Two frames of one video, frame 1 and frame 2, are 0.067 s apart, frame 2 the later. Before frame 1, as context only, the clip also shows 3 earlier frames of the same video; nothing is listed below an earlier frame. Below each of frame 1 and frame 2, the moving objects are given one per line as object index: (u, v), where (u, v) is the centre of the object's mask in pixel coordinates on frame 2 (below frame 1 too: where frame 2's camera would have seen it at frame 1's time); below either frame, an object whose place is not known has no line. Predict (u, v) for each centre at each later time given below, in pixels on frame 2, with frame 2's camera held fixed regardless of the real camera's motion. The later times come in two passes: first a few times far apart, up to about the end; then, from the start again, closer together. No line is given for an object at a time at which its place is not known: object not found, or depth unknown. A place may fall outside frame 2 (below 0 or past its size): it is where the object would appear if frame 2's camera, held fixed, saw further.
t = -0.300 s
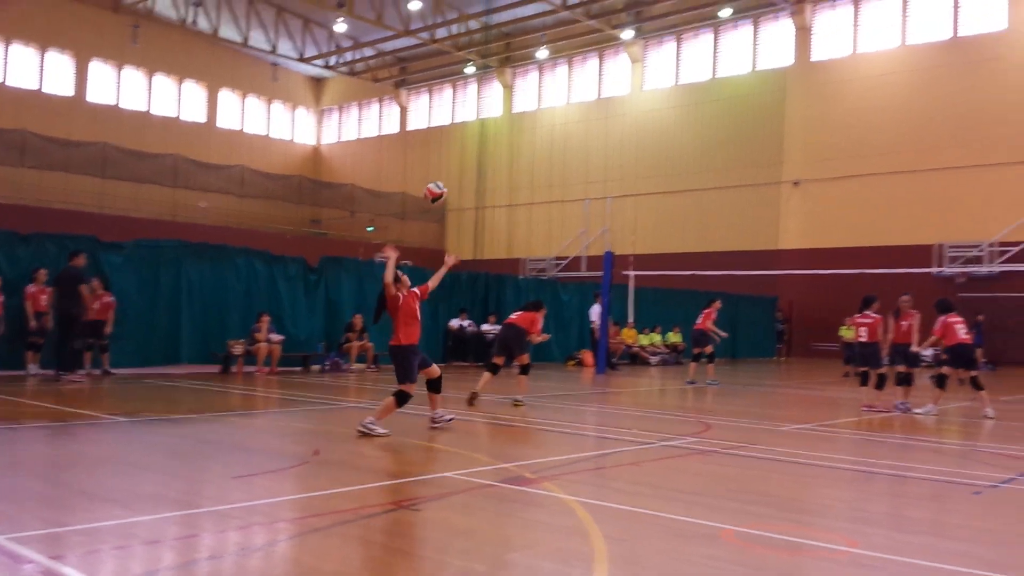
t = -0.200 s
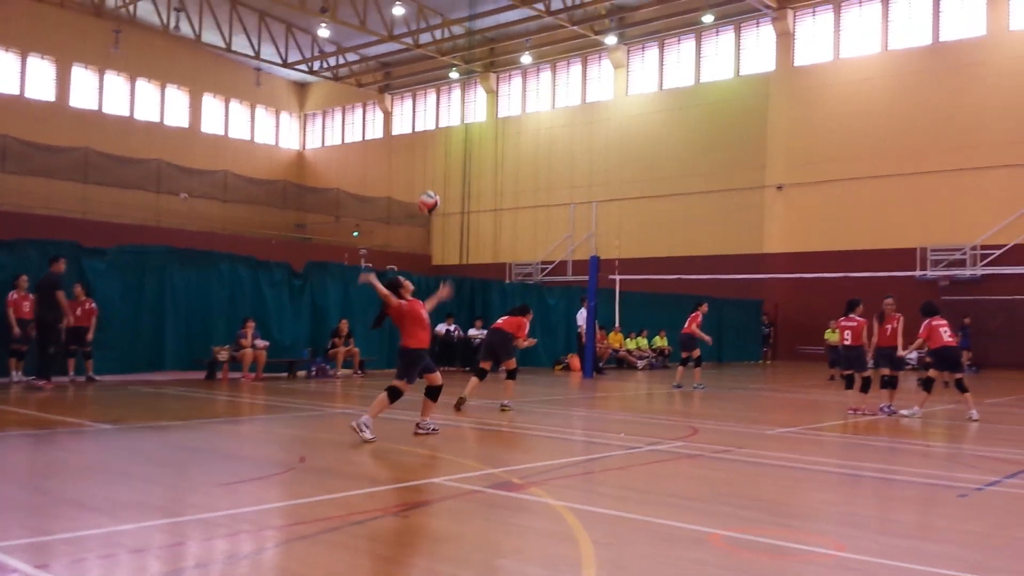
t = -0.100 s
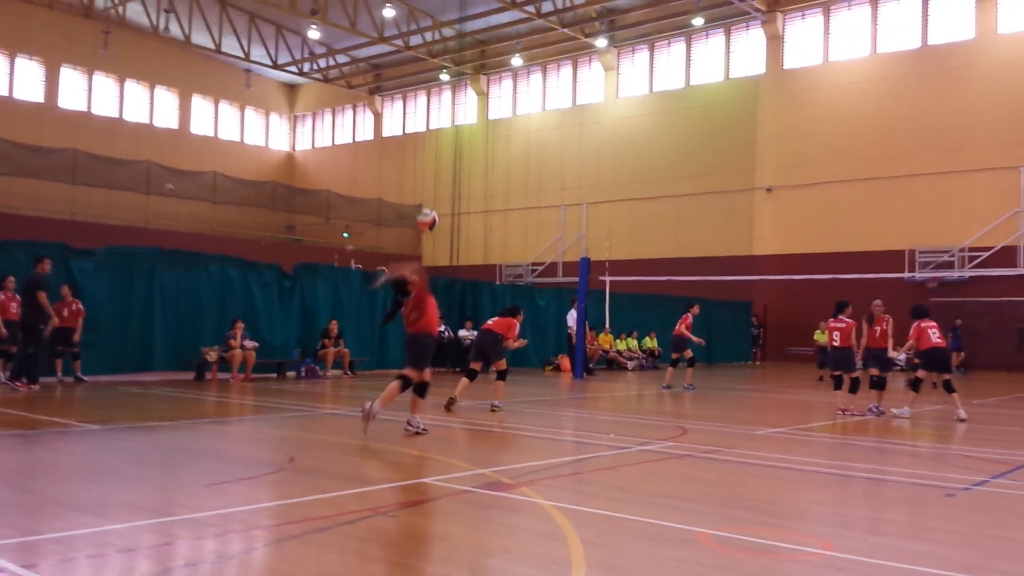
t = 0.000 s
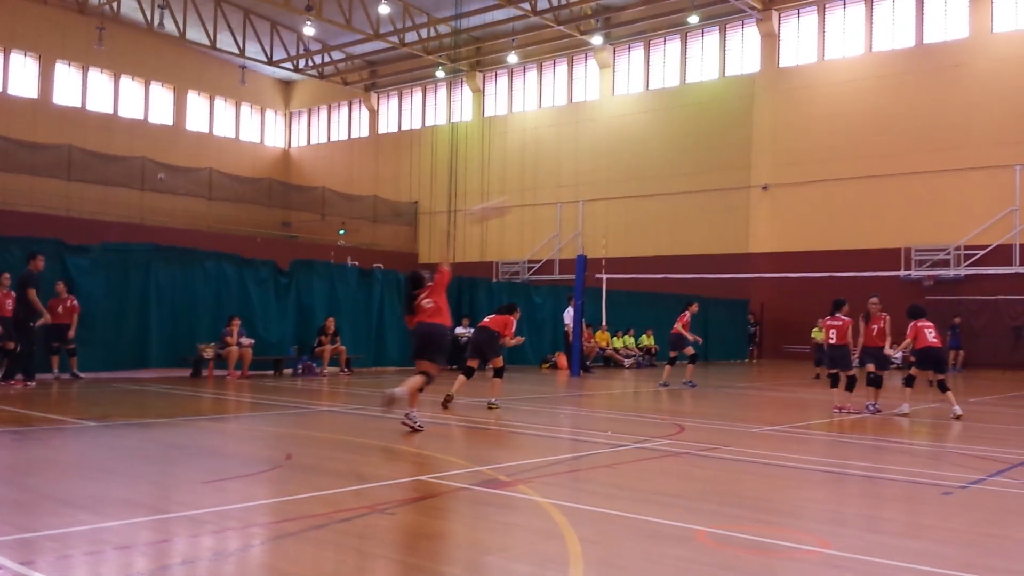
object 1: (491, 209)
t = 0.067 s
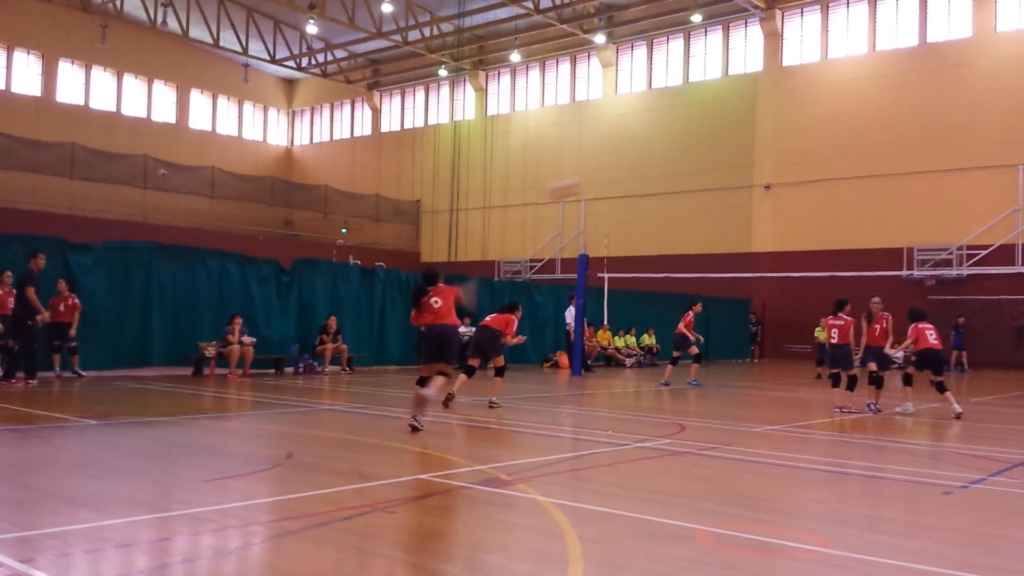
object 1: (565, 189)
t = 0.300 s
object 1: (754, 160)
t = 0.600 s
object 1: (907, 185)
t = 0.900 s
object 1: (1001, 252)
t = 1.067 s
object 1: (1040, 301)
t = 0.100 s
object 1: (598, 179)
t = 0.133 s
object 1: (627, 172)
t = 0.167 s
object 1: (656, 169)
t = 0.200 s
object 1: (685, 166)
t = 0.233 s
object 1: (709, 163)
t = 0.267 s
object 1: (732, 162)
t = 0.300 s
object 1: (754, 160)
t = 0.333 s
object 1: (774, 160)
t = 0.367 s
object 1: (794, 161)
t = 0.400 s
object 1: (812, 162)
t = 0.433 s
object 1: (830, 164)
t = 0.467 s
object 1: (845, 167)
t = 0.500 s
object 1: (863, 170)
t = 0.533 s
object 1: (878, 175)
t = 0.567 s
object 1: (892, 180)
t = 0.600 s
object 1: (907, 185)
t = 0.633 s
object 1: (919, 191)
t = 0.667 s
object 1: (930, 198)
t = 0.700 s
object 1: (943, 205)
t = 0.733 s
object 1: (953, 211)
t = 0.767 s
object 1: (962, 219)
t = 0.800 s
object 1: (972, 228)
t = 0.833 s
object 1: (982, 234)
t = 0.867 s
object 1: (993, 243)
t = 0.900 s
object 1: (1001, 252)
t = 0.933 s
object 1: (1009, 260)
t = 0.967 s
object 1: (1017, 271)
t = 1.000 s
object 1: (1024, 282)
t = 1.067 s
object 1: (1040, 301)
